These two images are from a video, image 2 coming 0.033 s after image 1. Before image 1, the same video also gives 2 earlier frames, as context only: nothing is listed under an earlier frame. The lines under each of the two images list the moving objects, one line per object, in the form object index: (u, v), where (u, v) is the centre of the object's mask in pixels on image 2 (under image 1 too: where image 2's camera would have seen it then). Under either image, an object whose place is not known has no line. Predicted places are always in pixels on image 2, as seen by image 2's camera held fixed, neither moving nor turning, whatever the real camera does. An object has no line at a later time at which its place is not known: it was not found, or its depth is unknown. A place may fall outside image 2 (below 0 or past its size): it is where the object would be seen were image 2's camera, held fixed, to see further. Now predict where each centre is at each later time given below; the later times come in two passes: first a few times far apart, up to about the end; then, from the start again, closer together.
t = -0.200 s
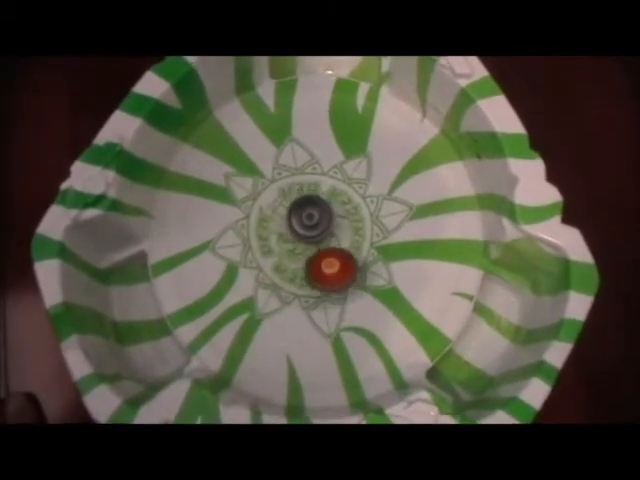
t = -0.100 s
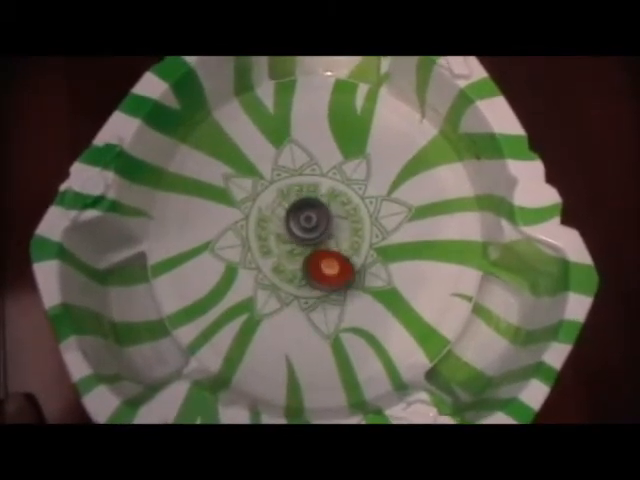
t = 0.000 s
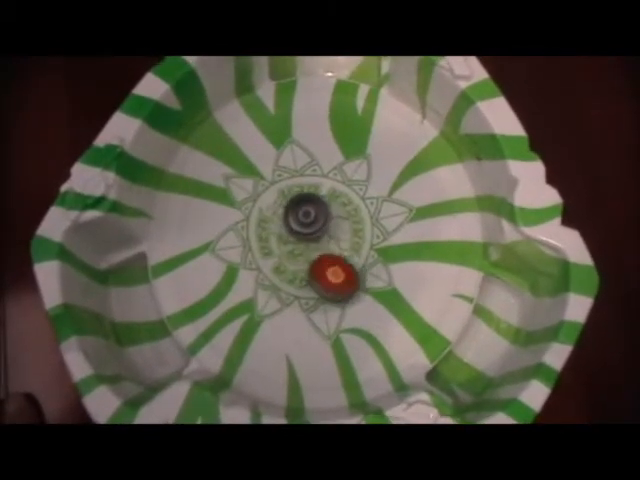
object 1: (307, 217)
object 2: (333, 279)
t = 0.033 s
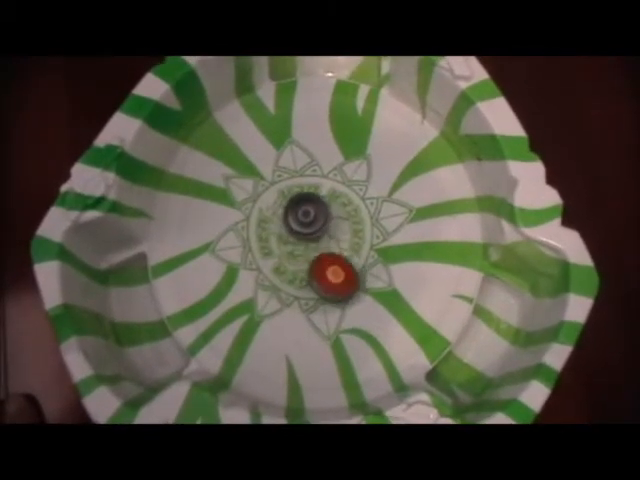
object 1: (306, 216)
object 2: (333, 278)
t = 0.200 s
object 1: (306, 218)
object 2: (334, 271)
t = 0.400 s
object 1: (306, 224)
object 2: (336, 266)
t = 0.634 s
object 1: (305, 225)
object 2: (343, 273)
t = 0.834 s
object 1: (305, 230)
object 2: (340, 268)
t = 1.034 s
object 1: (298, 227)
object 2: (342, 266)
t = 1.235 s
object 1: (292, 229)
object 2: (338, 258)
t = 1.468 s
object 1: (282, 226)
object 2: (344, 259)
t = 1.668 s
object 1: (290, 234)
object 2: (335, 243)
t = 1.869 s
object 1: (294, 236)
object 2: (343, 241)
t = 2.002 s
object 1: (297, 232)
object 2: (356, 236)
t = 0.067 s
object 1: (306, 216)
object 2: (333, 277)
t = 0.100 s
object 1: (306, 216)
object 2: (333, 274)
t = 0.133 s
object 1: (306, 217)
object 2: (333, 273)
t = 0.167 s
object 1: (306, 218)
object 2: (334, 272)
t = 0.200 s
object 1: (306, 218)
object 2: (334, 271)
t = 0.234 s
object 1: (306, 219)
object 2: (334, 270)
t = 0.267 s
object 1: (305, 220)
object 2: (334, 269)
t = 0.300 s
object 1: (305, 221)
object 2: (334, 268)
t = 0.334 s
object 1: (305, 222)
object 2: (335, 268)
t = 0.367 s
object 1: (306, 223)
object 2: (335, 267)
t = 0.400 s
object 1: (306, 224)
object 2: (336, 266)
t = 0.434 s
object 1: (306, 225)
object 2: (336, 266)
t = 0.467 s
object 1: (306, 227)
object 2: (337, 266)
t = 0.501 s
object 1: (306, 227)
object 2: (338, 266)
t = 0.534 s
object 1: (305, 226)
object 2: (341, 269)
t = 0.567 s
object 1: (305, 225)
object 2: (343, 272)
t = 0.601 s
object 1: (305, 225)
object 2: (343, 273)
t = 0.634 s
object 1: (305, 225)
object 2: (343, 273)
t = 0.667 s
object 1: (304, 225)
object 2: (342, 272)
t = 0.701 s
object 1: (305, 225)
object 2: (342, 271)
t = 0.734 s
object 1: (305, 226)
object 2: (341, 270)
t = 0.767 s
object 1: (305, 227)
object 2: (341, 269)
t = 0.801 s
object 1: (305, 228)
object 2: (340, 269)
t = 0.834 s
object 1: (305, 230)
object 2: (340, 268)
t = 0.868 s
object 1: (305, 232)
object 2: (339, 267)
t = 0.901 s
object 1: (305, 232)
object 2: (338, 266)
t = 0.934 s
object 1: (305, 233)
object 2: (338, 265)
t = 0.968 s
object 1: (303, 230)
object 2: (339, 267)
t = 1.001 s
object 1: (299, 228)
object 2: (341, 267)
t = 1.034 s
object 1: (298, 227)
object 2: (342, 266)
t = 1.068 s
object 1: (297, 227)
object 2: (342, 265)
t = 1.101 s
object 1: (295, 226)
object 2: (342, 264)
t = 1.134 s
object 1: (295, 227)
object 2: (342, 262)
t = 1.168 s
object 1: (294, 228)
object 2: (341, 261)
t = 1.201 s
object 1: (293, 229)
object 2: (341, 260)
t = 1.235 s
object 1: (292, 229)
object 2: (338, 258)
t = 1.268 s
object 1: (291, 230)
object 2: (339, 257)
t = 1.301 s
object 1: (285, 225)
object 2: (342, 259)
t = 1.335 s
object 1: (282, 225)
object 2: (343, 261)
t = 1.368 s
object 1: (281, 225)
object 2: (345, 262)
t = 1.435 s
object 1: (281, 225)
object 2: (345, 260)
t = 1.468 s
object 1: (282, 226)
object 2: (344, 259)
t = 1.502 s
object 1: (282, 228)
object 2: (343, 257)
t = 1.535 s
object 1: (283, 229)
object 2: (342, 254)
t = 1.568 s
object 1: (284, 229)
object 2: (340, 251)
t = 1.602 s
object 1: (287, 231)
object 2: (339, 248)
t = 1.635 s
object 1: (290, 233)
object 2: (337, 246)
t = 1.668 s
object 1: (290, 234)
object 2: (335, 243)
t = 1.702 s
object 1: (291, 234)
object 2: (333, 241)
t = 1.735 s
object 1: (291, 234)
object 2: (336, 239)
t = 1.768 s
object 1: (292, 235)
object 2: (339, 239)
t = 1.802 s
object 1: (292, 235)
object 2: (340, 239)
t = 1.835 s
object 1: (293, 236)
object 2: (341, 240)
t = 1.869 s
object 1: (294, 236)
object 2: (343, 241)
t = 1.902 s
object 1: (295, 235)
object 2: (346, 240)
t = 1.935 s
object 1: (297, 234)
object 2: (348, 238)
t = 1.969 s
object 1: (299, 234)
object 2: (348, 236)
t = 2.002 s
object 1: (297, 232)
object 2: (356, 236)
